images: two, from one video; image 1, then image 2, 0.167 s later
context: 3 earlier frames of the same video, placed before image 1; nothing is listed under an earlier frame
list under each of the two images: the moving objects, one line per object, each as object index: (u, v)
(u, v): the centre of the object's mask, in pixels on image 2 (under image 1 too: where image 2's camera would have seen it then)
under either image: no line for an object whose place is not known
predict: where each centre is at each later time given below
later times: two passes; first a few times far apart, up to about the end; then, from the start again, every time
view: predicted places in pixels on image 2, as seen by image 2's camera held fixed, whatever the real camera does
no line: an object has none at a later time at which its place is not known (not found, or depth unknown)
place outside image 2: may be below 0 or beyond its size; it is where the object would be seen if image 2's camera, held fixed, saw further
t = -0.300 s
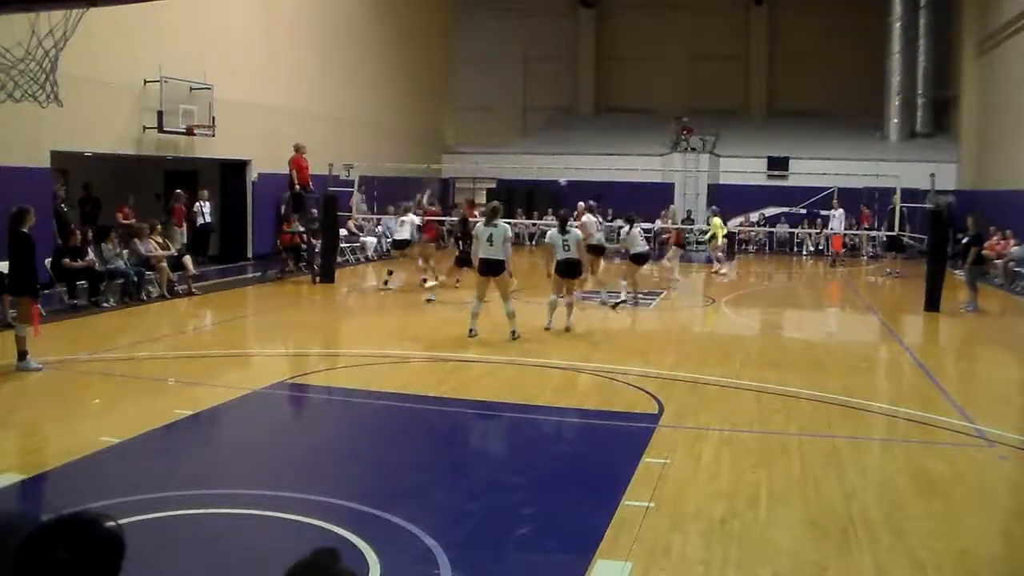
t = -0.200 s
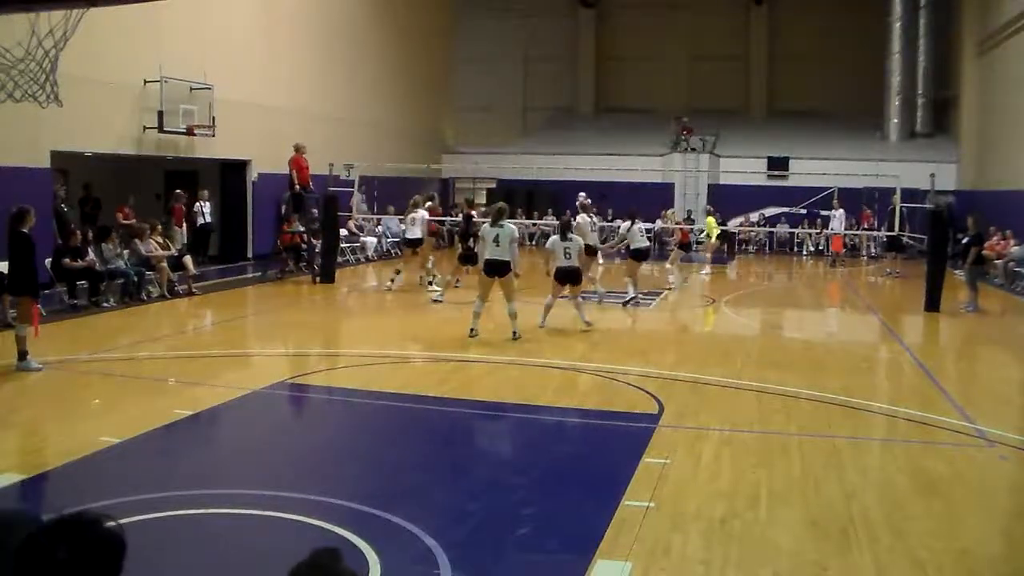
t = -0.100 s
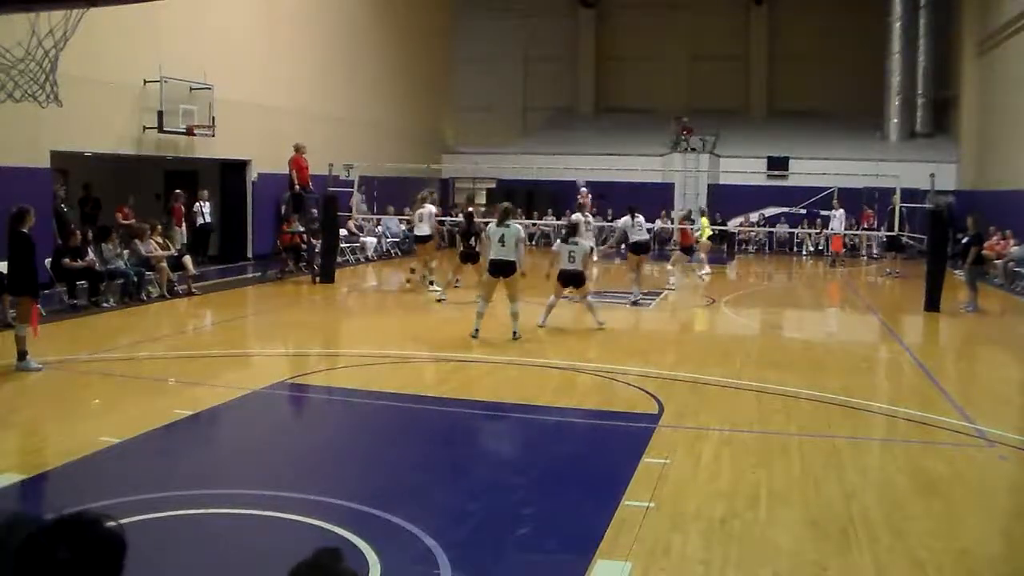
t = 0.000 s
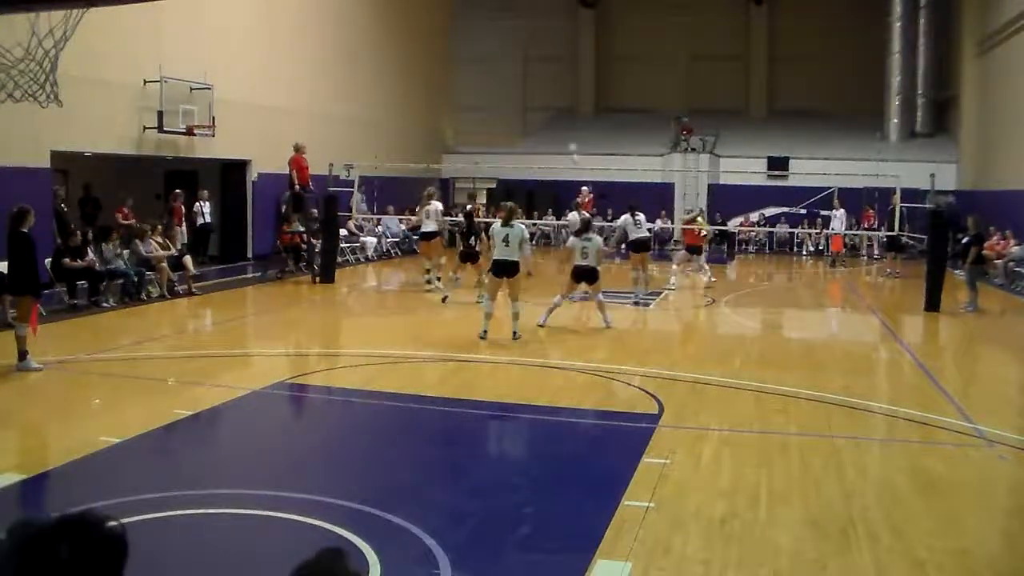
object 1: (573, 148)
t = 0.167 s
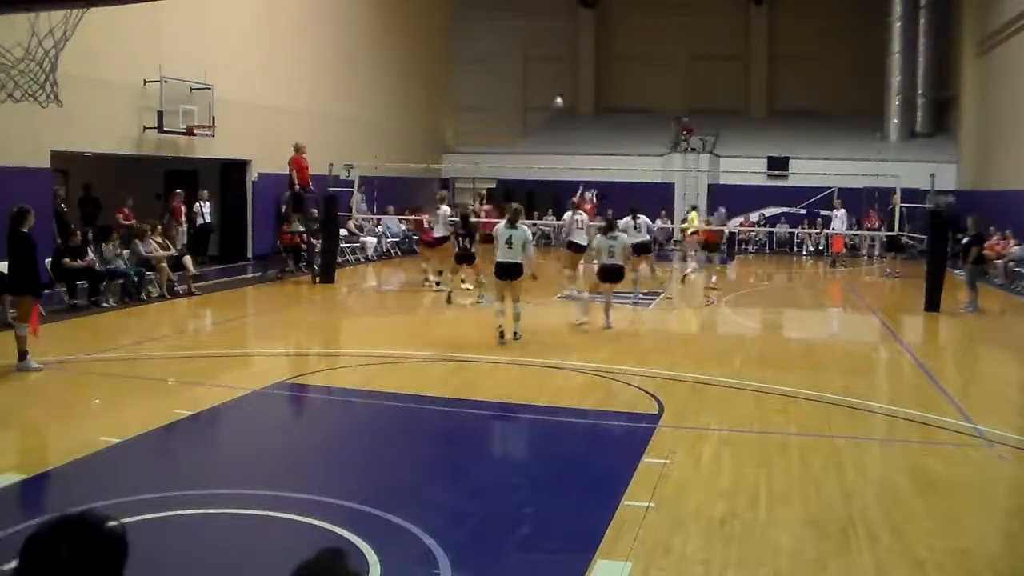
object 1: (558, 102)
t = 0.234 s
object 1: (553, 87)
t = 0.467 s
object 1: (532, 48)
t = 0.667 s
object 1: (516, 32)
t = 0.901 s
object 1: (494, 33)
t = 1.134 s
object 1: (474, 56)
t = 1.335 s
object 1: (456, 93)
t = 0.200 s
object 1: (556, 95)
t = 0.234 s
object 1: (553, 87)
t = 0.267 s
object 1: (551, 81)
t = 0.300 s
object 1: (547, 73)
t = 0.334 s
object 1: (544, 67)
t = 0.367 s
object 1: (541, 62)
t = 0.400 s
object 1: (539, 56)
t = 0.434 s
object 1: (535, 52)
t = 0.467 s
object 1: (532, 48)
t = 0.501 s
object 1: (529, 44)
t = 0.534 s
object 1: (527, 41)
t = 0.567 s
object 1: (524, 38)
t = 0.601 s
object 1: (521, 35)
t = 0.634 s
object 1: (518, 33)
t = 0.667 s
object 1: (516, 32)
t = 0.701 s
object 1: (513, 31)
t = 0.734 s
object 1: (509, 30)
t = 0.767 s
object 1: (506, 29)
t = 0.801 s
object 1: (503, 29)
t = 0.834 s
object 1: (500, 30)
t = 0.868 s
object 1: (497, 31)
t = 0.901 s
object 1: (494, 33)
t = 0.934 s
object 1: (492, 35)
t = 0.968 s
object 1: (488, 37)
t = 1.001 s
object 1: (485, 39)
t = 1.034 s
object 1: (482, 43)
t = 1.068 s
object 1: (479, 46)
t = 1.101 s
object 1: (476, 51)
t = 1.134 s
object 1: (474, 56)
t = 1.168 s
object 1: (470, 60)
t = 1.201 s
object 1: (467, 66)
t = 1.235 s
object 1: (464, 72)
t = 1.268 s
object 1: (462, 79)
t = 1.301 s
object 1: (458, 85)
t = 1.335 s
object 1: (456, 93)
